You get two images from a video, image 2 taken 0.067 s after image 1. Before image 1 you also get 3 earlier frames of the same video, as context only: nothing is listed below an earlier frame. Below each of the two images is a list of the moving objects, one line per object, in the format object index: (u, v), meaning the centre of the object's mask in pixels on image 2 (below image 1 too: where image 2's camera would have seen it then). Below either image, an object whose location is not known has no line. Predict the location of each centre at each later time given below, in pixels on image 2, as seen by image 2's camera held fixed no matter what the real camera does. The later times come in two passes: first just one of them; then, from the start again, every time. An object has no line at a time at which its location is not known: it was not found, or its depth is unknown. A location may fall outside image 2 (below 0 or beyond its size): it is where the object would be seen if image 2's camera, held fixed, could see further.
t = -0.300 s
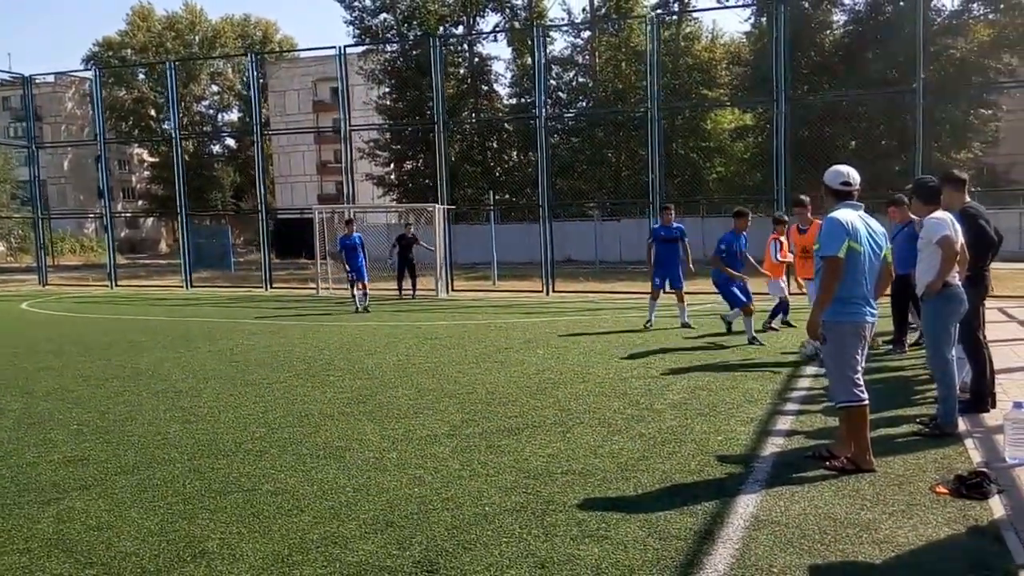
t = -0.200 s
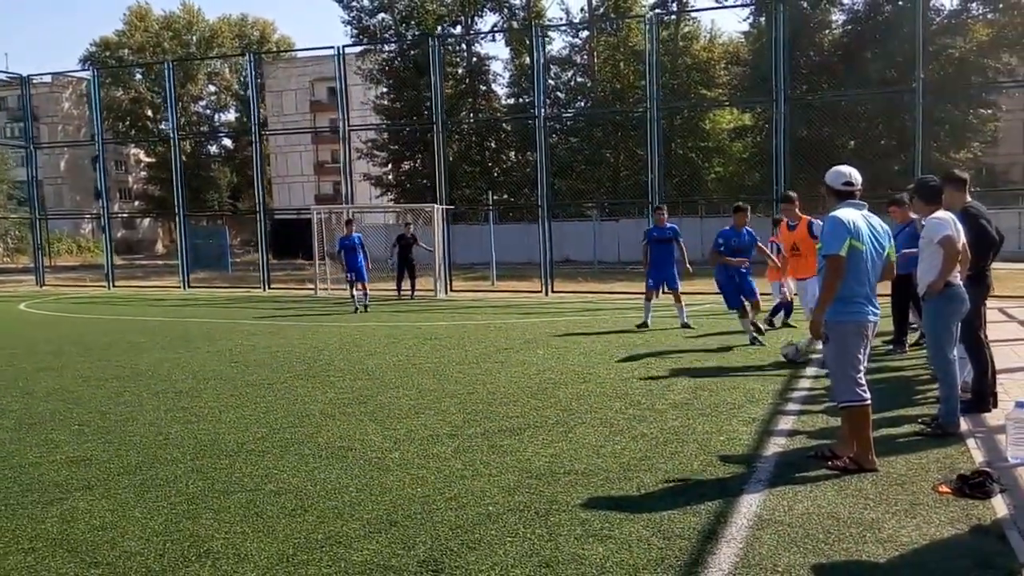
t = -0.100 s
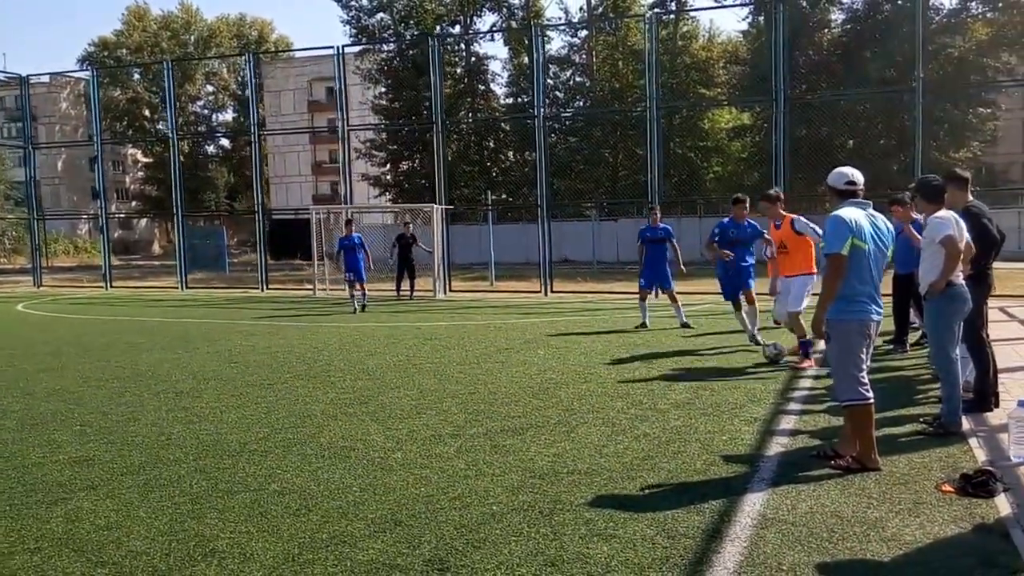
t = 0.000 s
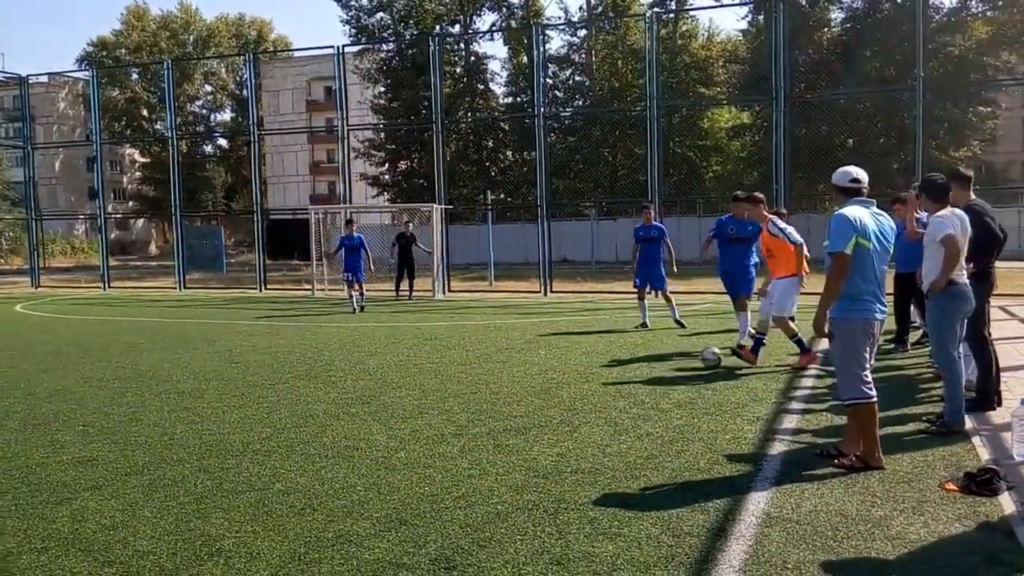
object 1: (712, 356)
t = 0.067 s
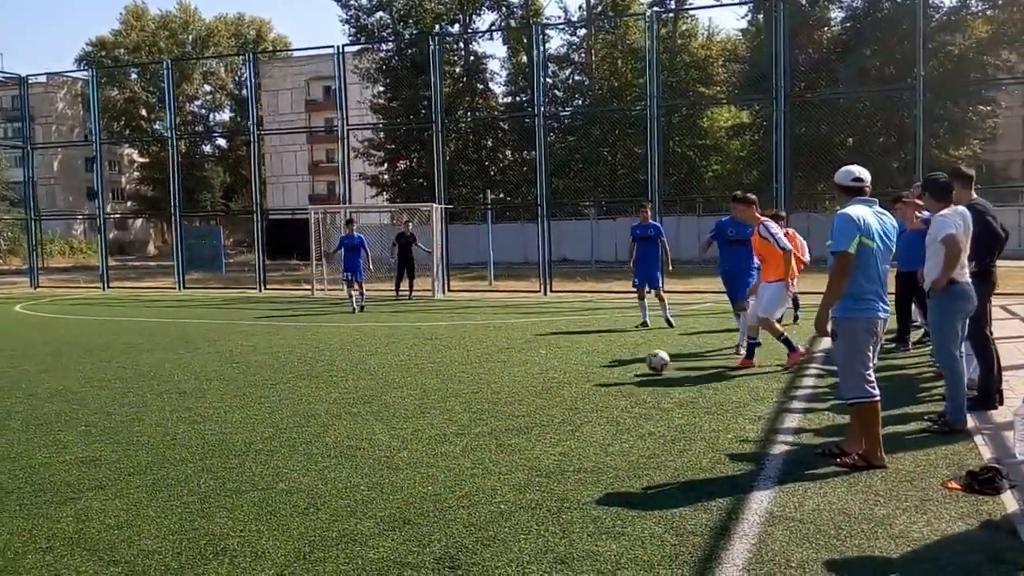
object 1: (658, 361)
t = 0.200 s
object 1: (547, 372)
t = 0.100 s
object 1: (629, 365)
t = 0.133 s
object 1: (601, 368)
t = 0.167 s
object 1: (573, 370)
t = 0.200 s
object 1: (547, 372)
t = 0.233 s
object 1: (517, 376)
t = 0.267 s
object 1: (491, 376)
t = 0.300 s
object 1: (463, 378)
